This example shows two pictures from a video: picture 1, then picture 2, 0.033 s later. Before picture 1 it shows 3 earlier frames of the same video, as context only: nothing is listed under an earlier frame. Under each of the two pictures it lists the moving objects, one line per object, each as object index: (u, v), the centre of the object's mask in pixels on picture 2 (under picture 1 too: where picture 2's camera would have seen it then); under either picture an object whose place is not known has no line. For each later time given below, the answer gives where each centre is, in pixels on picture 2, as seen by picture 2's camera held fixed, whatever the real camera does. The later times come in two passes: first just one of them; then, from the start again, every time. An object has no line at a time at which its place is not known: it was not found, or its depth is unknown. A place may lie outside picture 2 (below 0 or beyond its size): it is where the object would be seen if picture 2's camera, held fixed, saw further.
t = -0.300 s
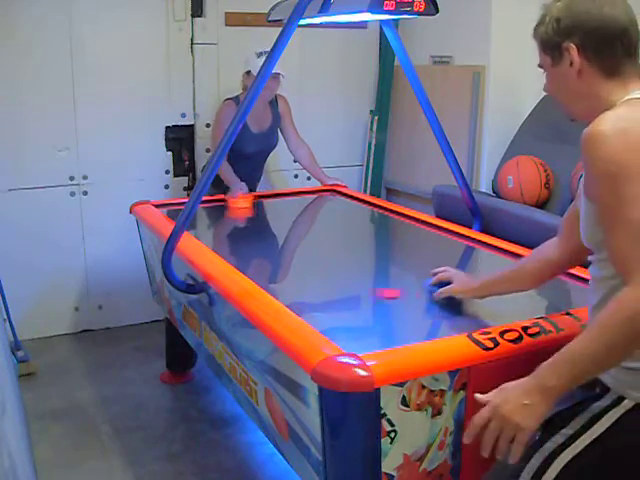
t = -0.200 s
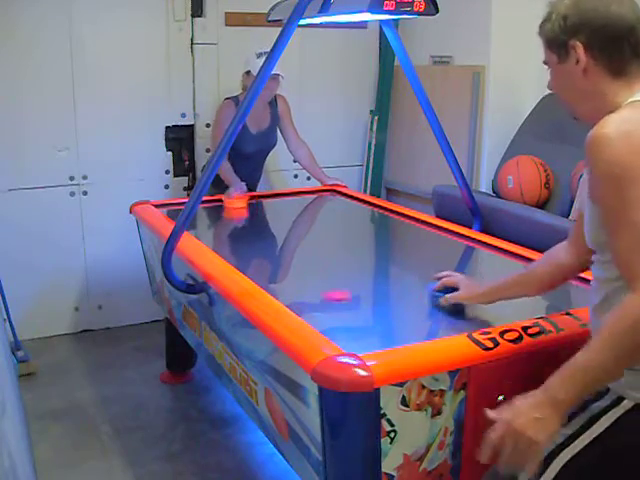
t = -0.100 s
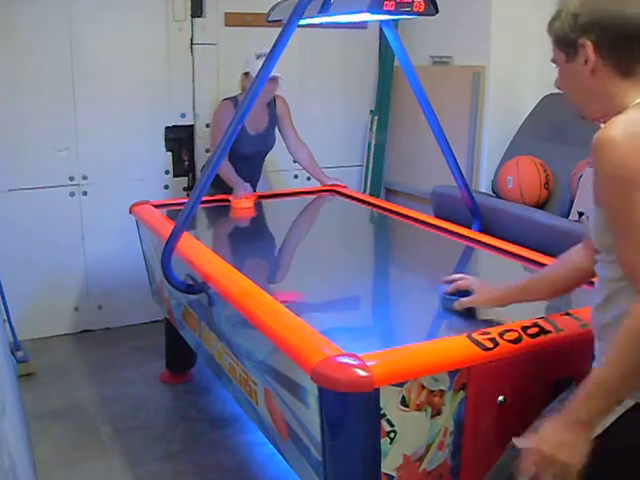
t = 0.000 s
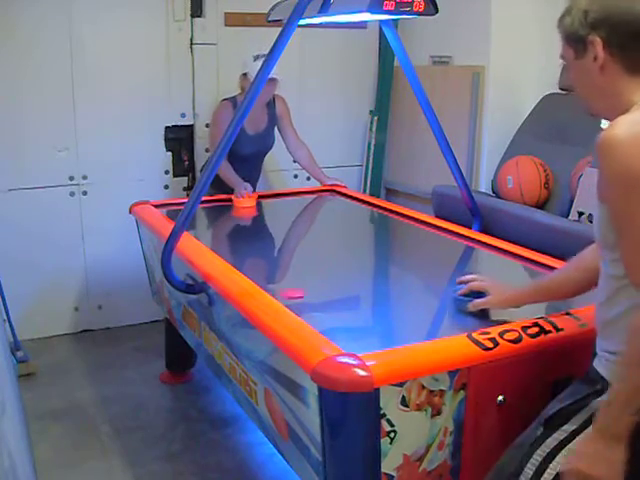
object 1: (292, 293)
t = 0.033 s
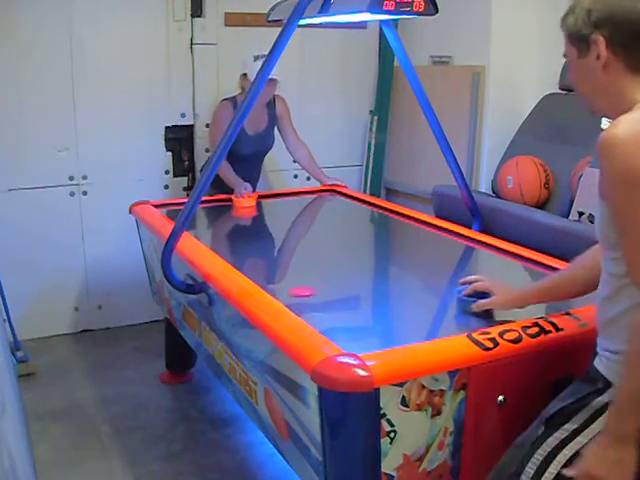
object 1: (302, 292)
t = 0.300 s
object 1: (372, 278)
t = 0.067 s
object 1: (312, 291)
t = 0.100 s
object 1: (320, 288)
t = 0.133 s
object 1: (330, 286)
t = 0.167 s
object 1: (339, 285)
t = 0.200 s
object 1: (347, 283)
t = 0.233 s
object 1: (355, 281)
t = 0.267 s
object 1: (365, 279)
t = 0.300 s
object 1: (372, 278)
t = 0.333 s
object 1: (381, 276)
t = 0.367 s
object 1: (389, 275)
